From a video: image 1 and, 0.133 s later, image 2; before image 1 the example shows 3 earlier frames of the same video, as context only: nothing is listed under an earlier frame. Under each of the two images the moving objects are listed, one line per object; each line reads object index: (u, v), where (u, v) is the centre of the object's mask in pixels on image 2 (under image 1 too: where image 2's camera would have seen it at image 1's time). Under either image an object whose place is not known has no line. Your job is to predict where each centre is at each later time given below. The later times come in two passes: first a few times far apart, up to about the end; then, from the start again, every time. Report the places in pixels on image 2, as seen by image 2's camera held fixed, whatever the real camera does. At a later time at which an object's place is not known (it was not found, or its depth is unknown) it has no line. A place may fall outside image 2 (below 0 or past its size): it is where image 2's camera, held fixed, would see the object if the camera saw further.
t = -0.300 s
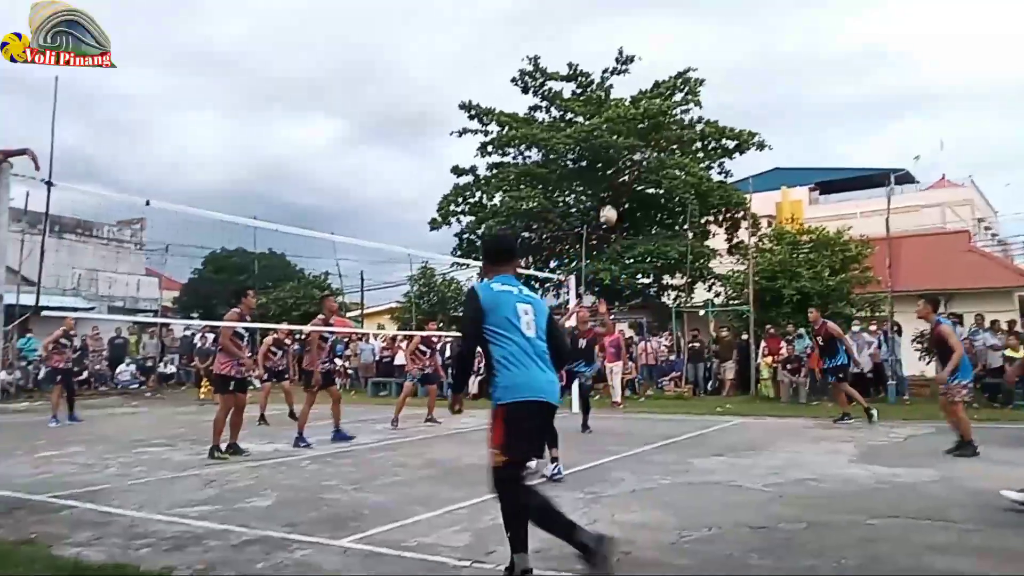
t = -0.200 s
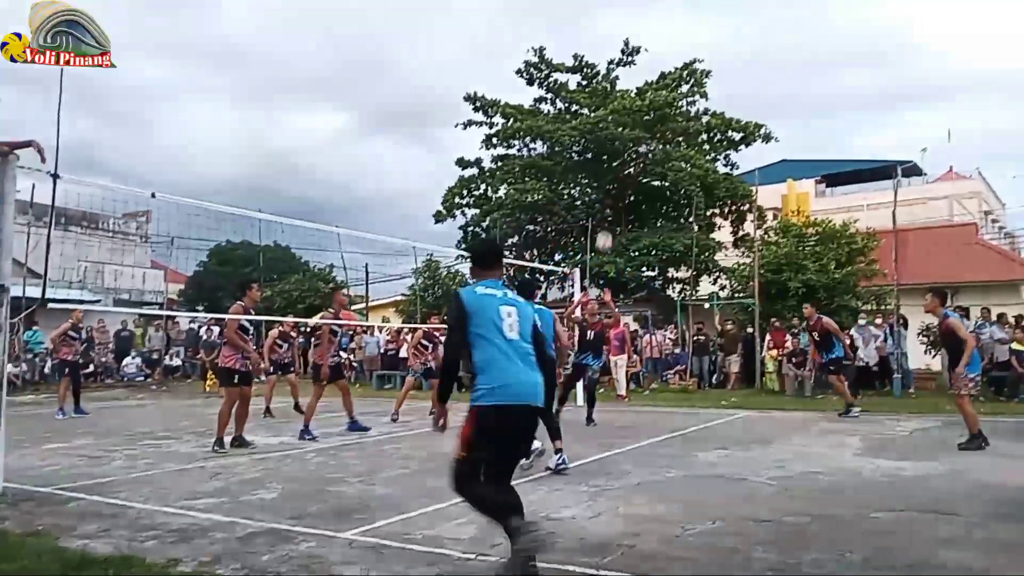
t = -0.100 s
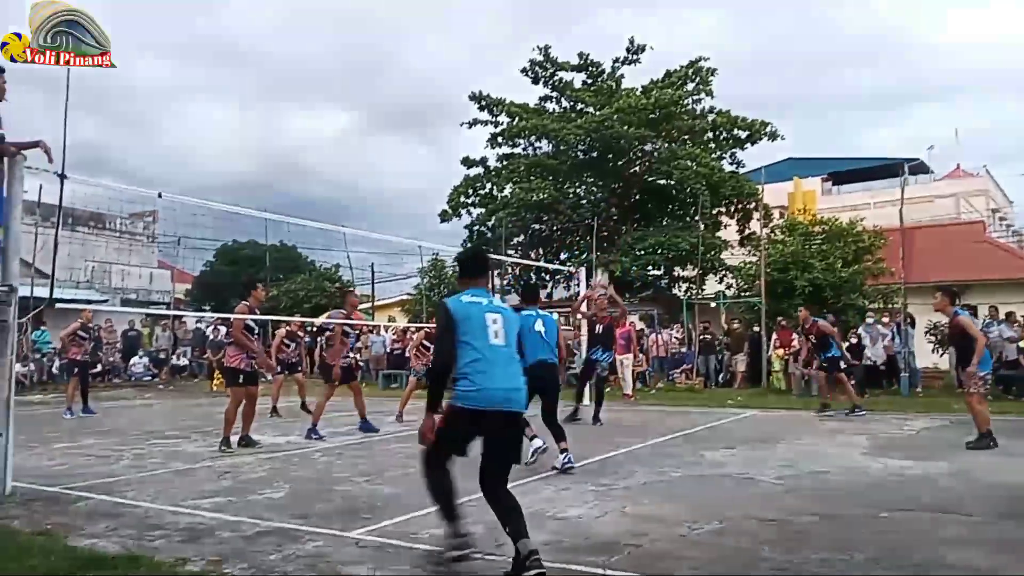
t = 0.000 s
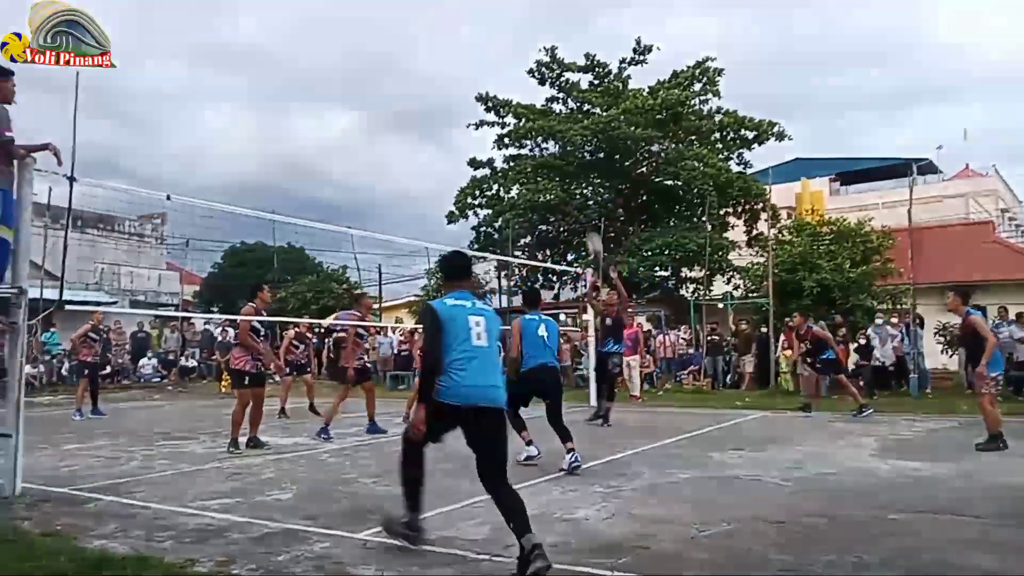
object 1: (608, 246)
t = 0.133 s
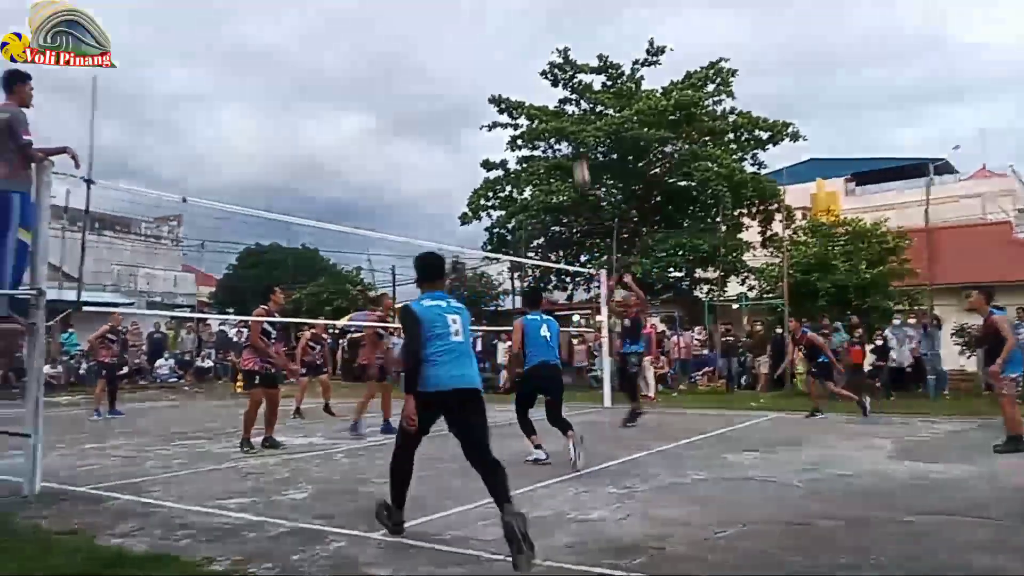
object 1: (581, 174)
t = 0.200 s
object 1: (569, 141)
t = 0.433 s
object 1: (520, 50)
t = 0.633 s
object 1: (475, 2)
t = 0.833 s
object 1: (424, -13)
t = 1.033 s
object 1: (374, 4)
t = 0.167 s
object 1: (575, 158)
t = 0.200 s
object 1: (569, 141)
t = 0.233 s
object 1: (562, 126)
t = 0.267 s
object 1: (555, 113)
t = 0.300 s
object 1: (549, 99)
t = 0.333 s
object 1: (541, 86)
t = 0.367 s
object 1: (535, 75)
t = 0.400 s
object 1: (527, 61)
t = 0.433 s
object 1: (520, 50)
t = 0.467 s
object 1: (514, 42)
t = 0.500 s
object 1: (505, 33)
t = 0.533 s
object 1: (497, 23)
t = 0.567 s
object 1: (489, 15)
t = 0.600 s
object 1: (482, 7)
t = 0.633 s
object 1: (475, 2)
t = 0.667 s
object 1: (466, -3)
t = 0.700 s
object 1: (458, -6)
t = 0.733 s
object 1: (450, -8)
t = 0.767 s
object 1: (442, -10)
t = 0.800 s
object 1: (433, -11)
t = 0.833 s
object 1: (424, -13)
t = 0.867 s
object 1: (416, -14)
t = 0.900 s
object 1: (408, -14)
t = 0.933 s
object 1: (399, -12)
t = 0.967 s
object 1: (391, -7)
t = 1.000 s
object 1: (382, -2)
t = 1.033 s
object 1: (374, 4)
